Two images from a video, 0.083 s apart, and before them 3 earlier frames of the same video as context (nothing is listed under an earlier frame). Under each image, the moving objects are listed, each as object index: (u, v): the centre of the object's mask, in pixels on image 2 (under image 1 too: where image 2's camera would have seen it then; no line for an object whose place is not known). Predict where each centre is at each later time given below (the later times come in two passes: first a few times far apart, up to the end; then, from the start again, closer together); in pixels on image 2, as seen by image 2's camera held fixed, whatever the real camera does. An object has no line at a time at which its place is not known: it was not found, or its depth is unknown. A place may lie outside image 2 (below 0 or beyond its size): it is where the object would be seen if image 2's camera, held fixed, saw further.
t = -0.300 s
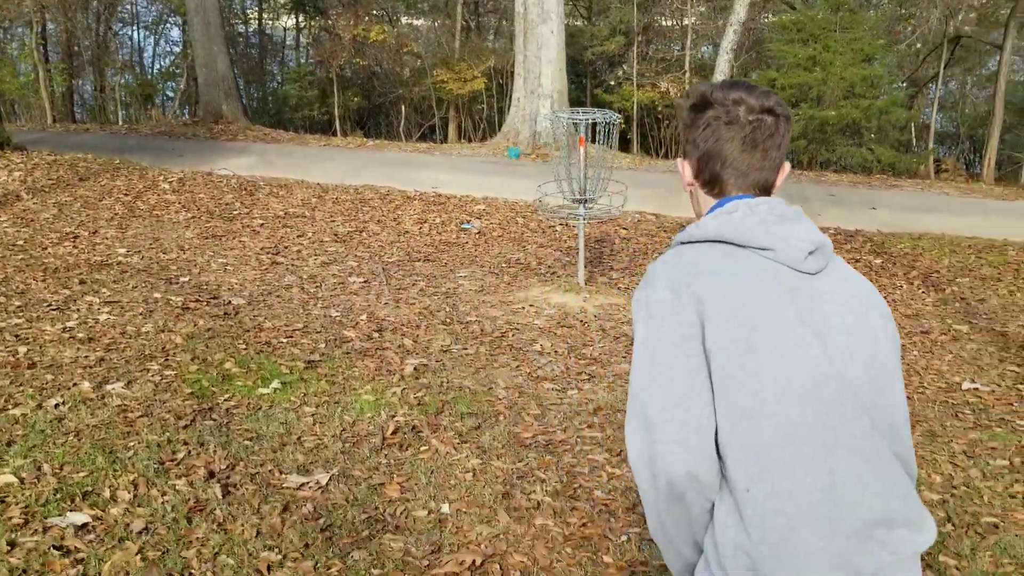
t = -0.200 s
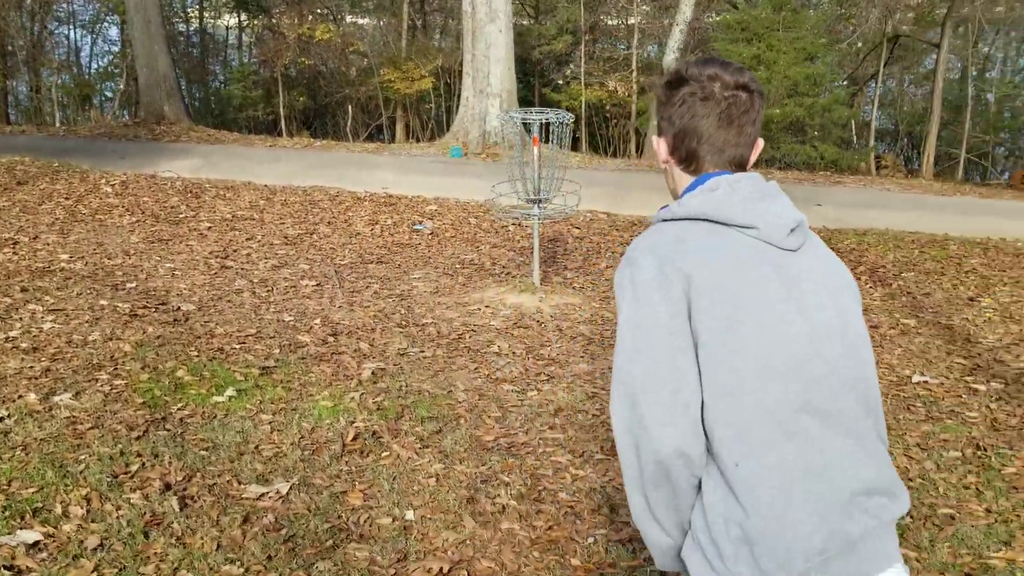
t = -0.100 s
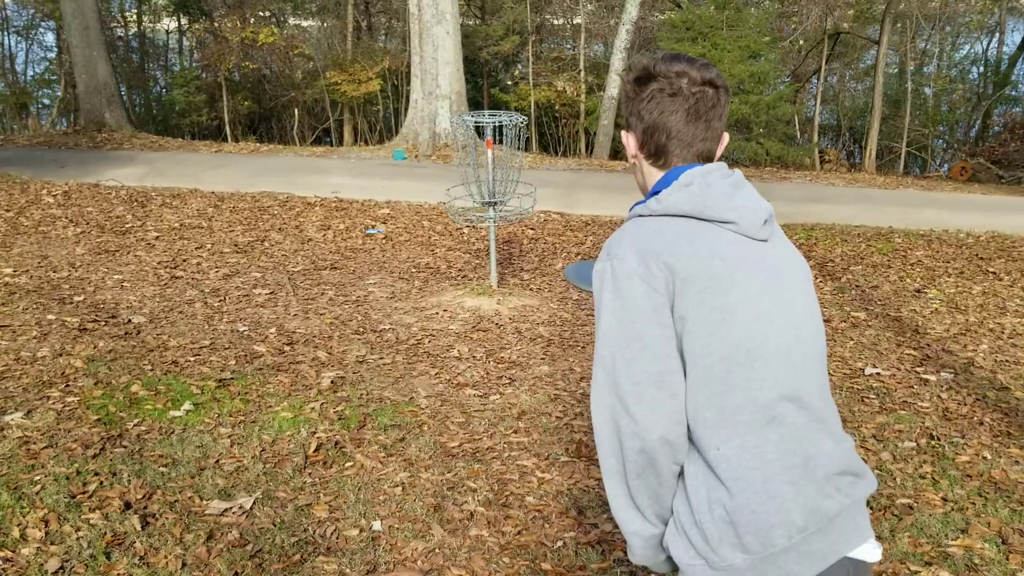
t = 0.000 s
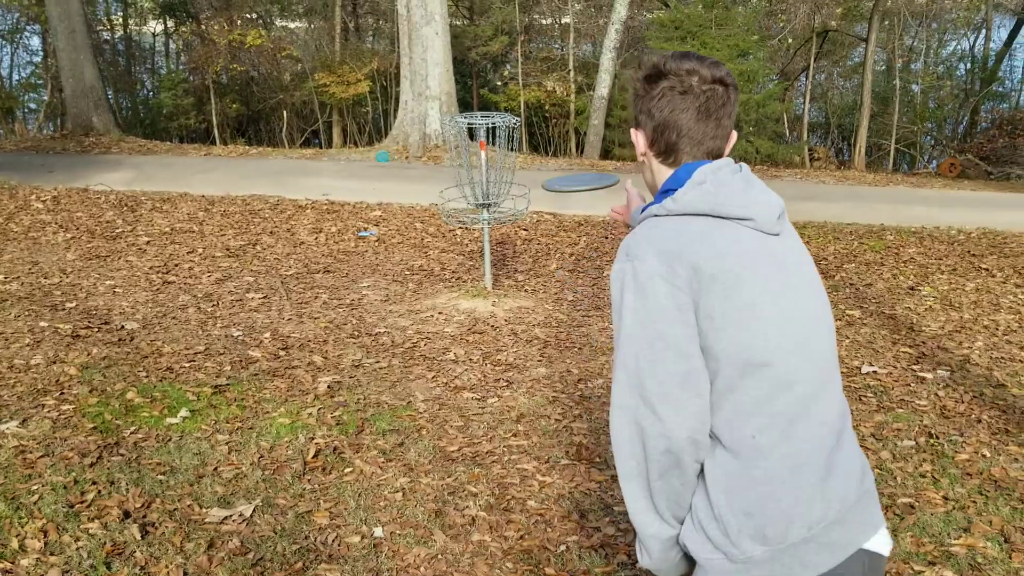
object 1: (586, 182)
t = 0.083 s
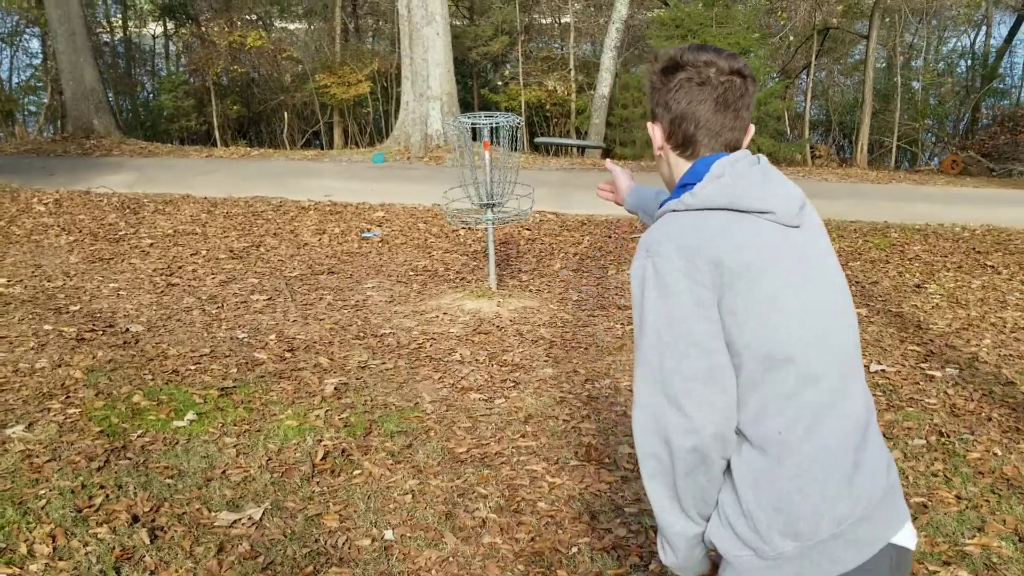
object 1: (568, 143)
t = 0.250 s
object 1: (549, 143)
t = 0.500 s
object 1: (524, 234)
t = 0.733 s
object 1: (500, 346)
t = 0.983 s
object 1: (480, 338)
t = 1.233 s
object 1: (474, 337)
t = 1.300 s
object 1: (474, 335)
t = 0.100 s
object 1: (565, 139)
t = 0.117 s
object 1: (563, 136)
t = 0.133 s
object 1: (561, 134)
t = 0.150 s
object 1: (558, 133)
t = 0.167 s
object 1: (556, 133)
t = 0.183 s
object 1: (555, 134)
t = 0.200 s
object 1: (554, 135)
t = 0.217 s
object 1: (552, 137)
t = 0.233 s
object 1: (550, 140)
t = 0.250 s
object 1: (549, 143)
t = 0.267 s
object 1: (547, 146)
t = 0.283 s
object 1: (545, 150)
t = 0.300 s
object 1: (547, 155)
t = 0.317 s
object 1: (544, 160)
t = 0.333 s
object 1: (542, 165)
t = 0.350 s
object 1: (541, 171)
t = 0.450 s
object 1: (528, 212)
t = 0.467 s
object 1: (527, 219)
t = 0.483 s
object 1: (525, 226)
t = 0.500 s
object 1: (524, 234)
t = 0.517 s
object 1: (523, 242)
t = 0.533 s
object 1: (522, 249)
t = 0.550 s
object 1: (521, 257)
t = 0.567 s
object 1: (520, 265)
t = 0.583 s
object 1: (518, 273)
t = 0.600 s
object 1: (516, 280)
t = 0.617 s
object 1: (516, 288)
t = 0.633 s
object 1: (513, 296)
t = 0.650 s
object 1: (511, 304)
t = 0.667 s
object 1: (508, 312)
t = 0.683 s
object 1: (506, 320)
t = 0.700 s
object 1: (504, 337)
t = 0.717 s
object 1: (502, 340)
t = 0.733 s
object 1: (500, 346)
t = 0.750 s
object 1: (499, 351)
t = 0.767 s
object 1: (497, 358)
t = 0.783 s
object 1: (497, 357)
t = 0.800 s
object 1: (495, 357)
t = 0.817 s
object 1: (494, 355)
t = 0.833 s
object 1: (494, 353)
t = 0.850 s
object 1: (490, 348)
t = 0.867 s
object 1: (489, 346)
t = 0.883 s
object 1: (488, 344)
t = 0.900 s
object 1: (487, 343)
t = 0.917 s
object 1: (486, 343)
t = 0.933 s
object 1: (484, 342)
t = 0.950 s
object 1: (482, 342)
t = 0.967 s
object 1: (481, 341)
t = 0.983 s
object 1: (480, 338)
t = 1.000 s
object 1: (479, 337)
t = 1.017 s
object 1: (478, 337)
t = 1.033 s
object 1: (480, 336)
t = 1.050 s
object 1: (478, 337)
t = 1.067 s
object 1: (476, 341)
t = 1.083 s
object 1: (477, 341)
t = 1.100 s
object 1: (477, 340)
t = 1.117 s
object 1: (476, 339)
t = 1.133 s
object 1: (476, 339)
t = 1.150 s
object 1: (475, 339)
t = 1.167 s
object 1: (475, 338)
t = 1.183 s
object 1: (475, 338)
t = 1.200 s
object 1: (475, 338)
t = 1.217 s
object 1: (475, 338)
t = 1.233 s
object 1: (474, 337)
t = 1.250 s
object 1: (475, 337)
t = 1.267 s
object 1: (474, 336)
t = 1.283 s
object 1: (474, 336)
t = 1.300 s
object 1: (474, 335)
